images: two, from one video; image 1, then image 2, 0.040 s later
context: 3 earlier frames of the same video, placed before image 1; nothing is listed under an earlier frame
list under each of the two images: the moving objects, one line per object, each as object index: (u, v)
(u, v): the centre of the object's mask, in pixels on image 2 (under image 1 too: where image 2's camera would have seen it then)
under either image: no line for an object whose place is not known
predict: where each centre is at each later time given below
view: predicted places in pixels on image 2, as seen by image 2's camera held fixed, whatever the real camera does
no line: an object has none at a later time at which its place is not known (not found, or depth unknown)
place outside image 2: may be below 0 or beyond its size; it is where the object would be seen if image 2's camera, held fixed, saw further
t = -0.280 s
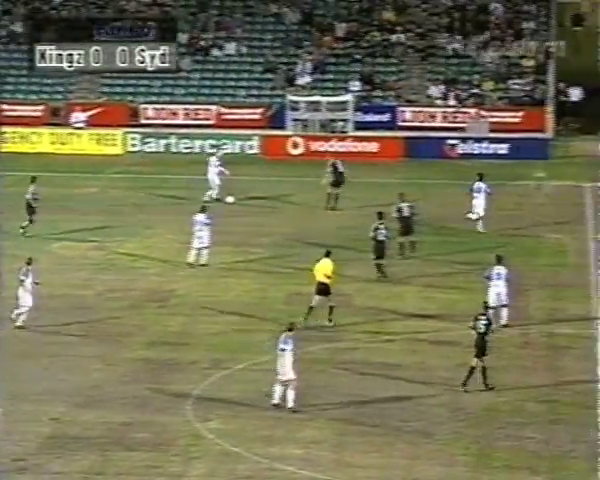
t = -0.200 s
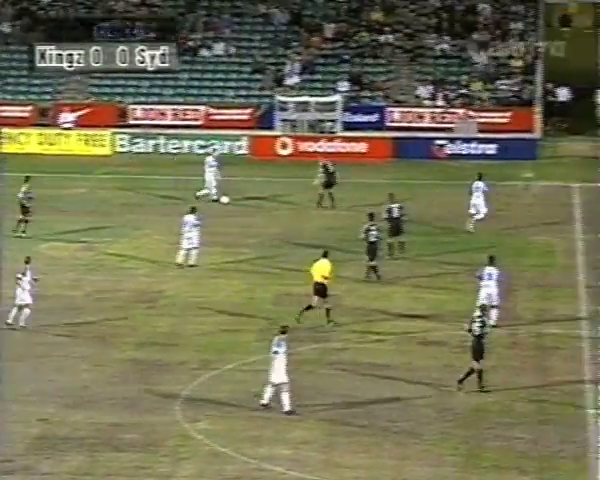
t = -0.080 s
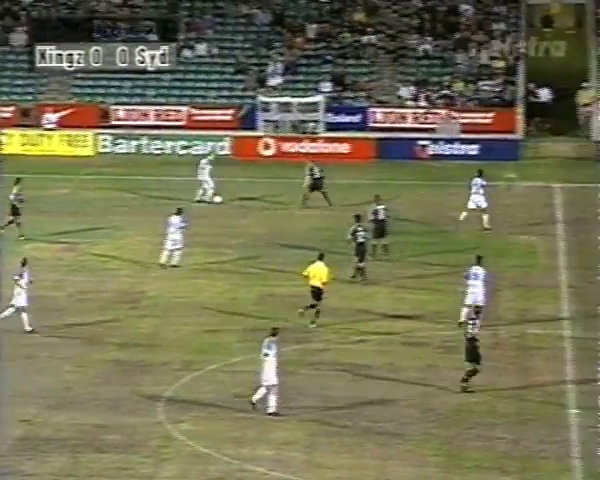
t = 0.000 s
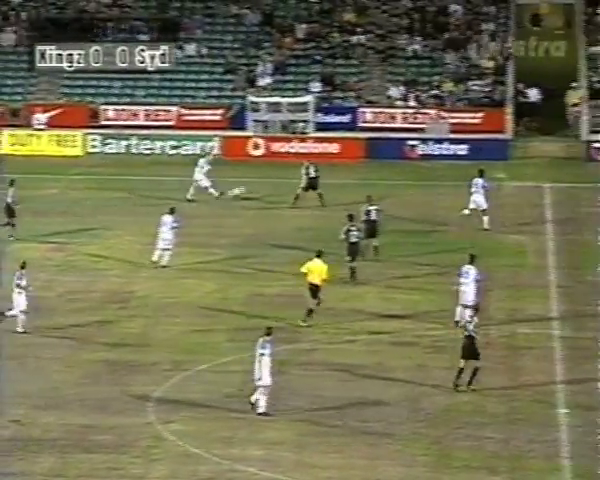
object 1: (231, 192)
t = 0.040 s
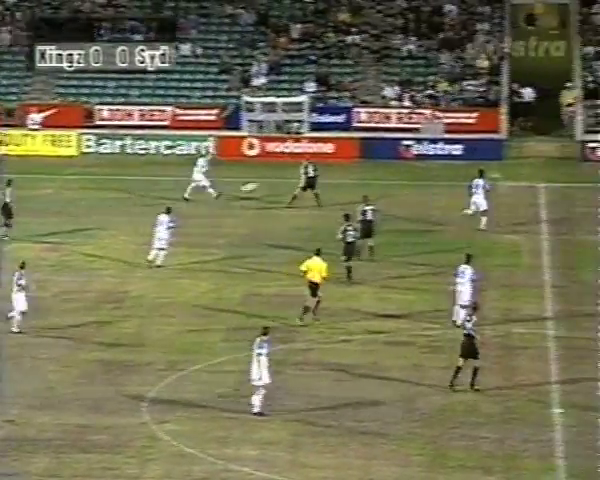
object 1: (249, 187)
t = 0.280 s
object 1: (361, 172)
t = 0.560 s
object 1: (479, 182)
